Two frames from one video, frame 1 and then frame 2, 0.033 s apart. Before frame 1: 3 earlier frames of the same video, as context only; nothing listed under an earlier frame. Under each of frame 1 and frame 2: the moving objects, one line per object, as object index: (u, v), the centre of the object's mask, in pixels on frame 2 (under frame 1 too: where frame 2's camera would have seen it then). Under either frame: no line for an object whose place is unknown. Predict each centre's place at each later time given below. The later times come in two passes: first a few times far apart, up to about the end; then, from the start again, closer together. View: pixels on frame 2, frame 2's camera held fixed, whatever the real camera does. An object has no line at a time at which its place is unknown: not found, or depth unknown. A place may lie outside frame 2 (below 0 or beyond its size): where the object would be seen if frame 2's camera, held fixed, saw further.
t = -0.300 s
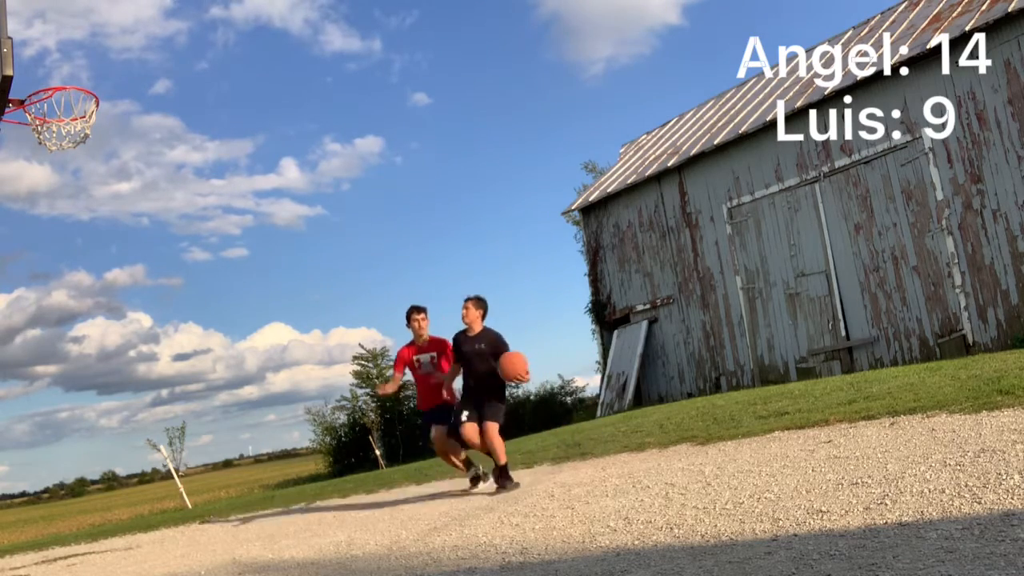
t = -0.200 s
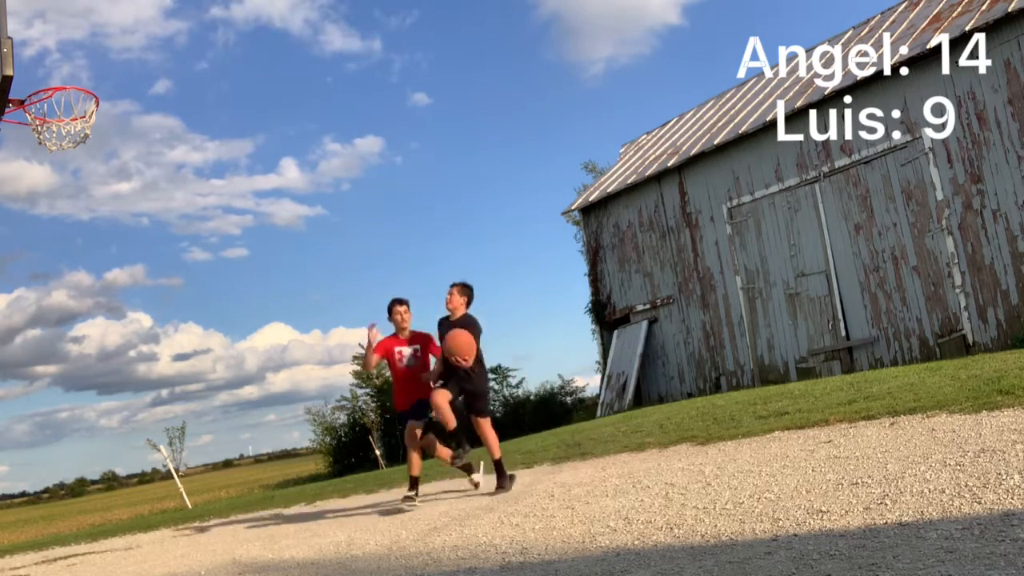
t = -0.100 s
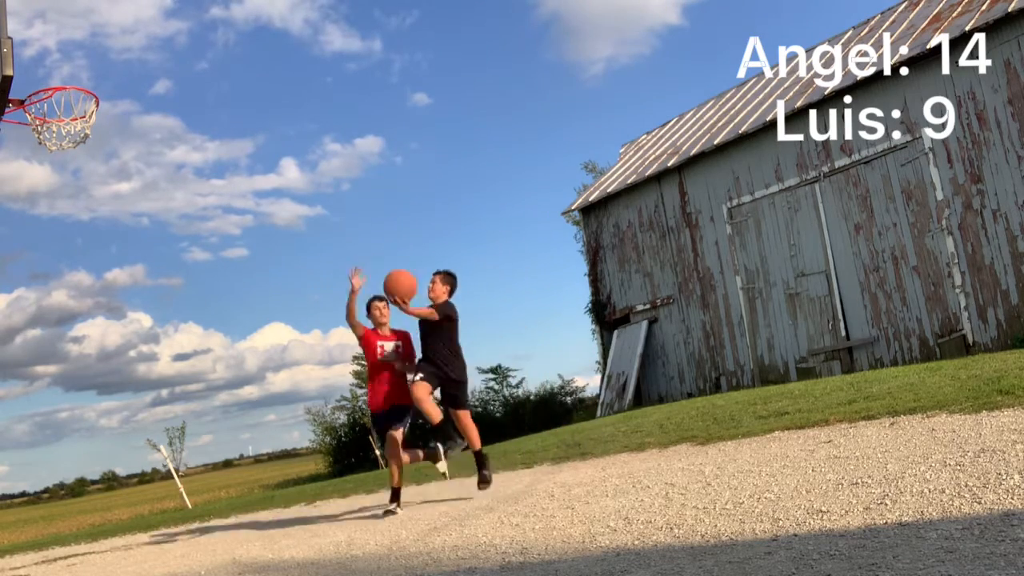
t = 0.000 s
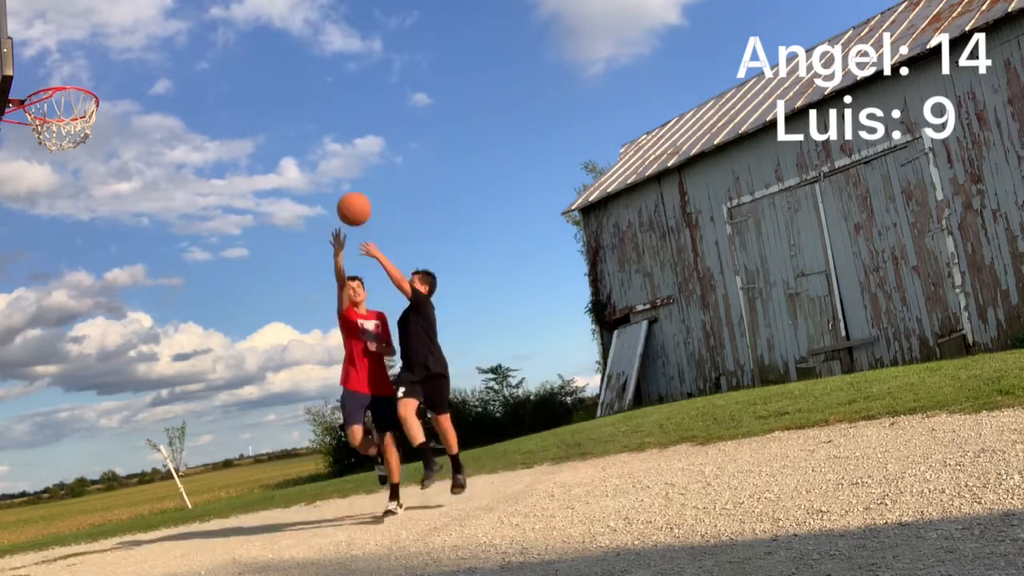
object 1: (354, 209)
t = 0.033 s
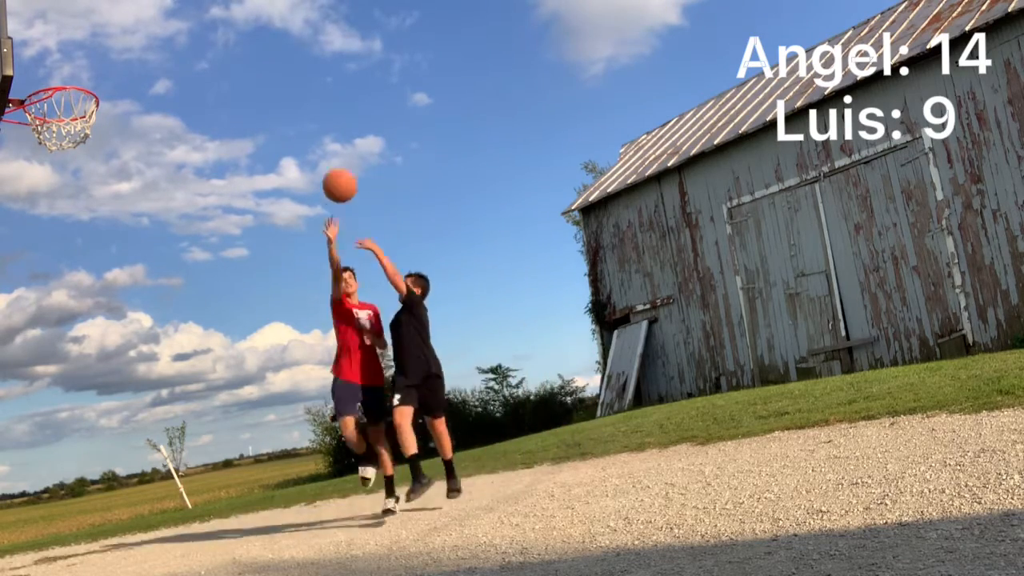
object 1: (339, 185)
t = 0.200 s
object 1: (271, 90)
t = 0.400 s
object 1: (196, 24)
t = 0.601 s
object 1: (127, 14)
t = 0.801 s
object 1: (61, 57)
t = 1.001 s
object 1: (59, 59)
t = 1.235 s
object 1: (122, 35)
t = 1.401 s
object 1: (169, 65)
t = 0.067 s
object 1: (325, 163)
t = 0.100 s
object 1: (312, 142)
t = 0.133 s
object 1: (298, 123)
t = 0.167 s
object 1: (284, 106)
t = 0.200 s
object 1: (271, 90)
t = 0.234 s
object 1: (258, 75)
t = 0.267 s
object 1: (245, 62)
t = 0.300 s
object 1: (233, 50)
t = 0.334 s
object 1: (221, 40)
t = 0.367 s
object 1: (208, 31)
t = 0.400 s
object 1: (196, 24)
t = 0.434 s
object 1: (184, 19)
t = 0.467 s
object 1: (173, 15)
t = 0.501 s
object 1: (161, 14)
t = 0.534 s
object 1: (150, 13)
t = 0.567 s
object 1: (138, 13)
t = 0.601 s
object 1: (127, 14)
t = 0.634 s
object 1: (116, 16)
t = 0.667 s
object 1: (105, 21)
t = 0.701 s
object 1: (94, 28)
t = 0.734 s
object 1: (83, 36)
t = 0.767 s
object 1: (72, 46)
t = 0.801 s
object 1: (61, 57)
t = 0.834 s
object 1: (51, 69)
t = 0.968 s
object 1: (51, 69)
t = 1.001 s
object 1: (59, 59)
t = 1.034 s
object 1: (68, 51)
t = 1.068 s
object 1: (77, 45)
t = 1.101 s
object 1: (85, 40)
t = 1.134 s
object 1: (94, 36)
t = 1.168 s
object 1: (103, 35)
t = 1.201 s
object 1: (112, 34)
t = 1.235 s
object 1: (122, 35)
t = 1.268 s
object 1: (131, 38)
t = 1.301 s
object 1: (140, 43)
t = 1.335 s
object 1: (150, 49)
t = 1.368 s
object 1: (159, 56)
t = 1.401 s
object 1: (169, 65)
